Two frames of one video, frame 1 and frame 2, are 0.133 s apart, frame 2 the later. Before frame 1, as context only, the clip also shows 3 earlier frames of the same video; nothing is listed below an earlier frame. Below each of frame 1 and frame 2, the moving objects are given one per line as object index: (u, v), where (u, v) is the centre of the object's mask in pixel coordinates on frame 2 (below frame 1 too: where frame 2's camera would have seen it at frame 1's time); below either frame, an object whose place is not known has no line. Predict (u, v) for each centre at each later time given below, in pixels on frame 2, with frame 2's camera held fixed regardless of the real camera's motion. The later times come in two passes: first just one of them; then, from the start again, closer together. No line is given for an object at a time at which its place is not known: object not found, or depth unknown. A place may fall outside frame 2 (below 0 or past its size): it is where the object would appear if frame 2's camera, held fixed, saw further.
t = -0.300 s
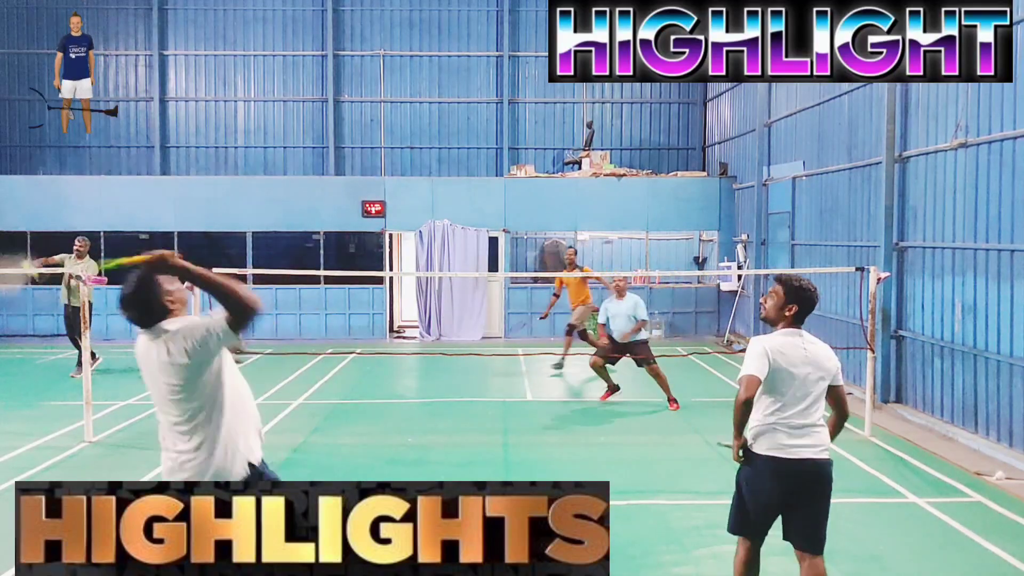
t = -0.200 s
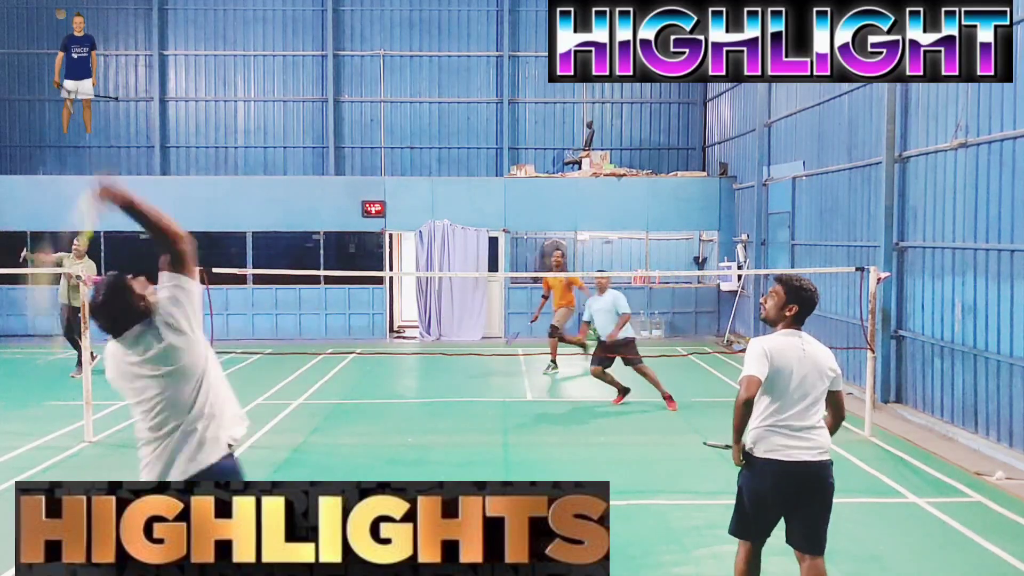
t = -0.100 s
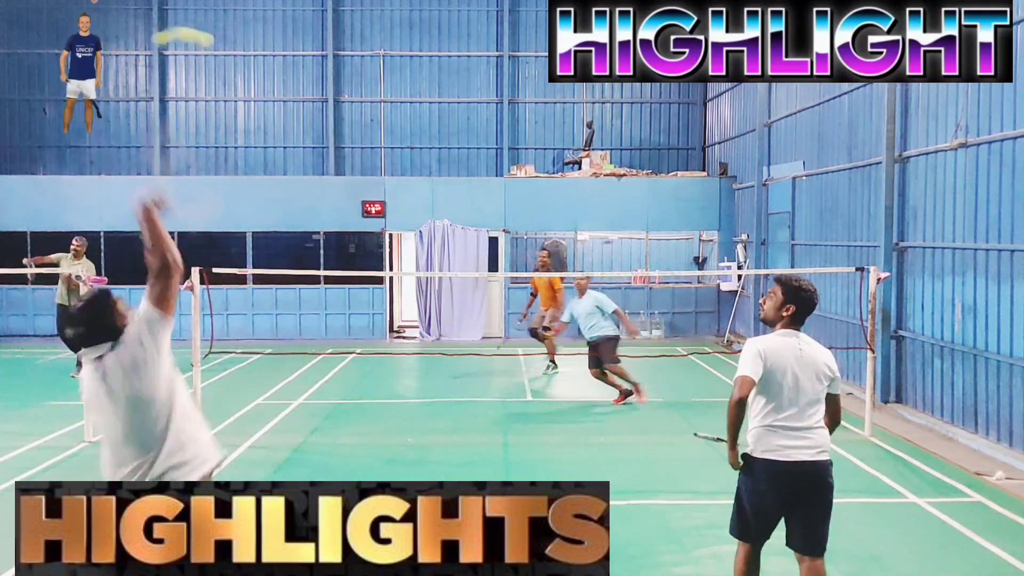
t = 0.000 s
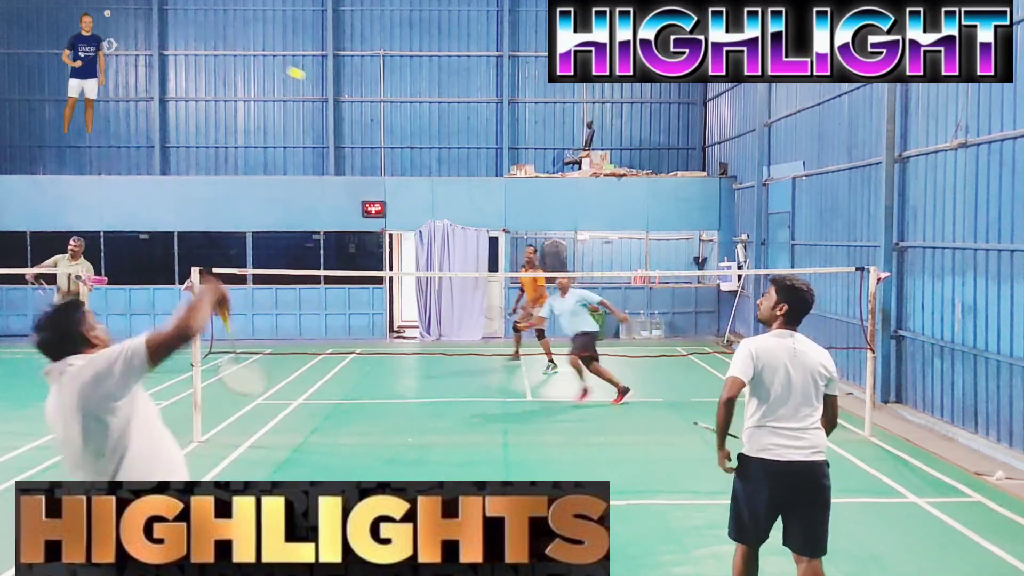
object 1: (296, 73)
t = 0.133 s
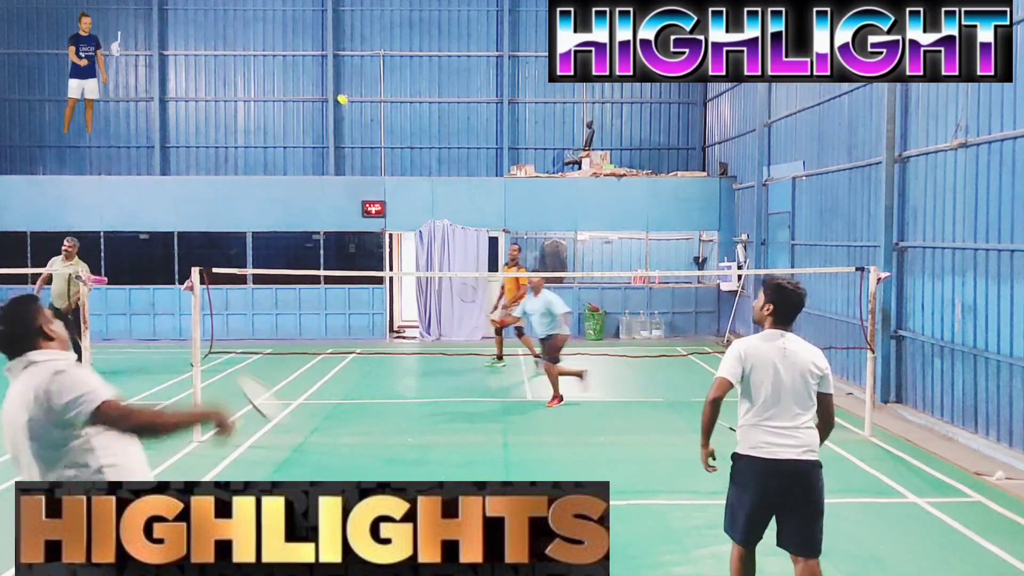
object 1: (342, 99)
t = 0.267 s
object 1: (364, 126)
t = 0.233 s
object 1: (360, 119)
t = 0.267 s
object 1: (364, 126)
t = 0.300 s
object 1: (369, 133)
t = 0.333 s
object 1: (372, 140)
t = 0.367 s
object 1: (376, 148)
